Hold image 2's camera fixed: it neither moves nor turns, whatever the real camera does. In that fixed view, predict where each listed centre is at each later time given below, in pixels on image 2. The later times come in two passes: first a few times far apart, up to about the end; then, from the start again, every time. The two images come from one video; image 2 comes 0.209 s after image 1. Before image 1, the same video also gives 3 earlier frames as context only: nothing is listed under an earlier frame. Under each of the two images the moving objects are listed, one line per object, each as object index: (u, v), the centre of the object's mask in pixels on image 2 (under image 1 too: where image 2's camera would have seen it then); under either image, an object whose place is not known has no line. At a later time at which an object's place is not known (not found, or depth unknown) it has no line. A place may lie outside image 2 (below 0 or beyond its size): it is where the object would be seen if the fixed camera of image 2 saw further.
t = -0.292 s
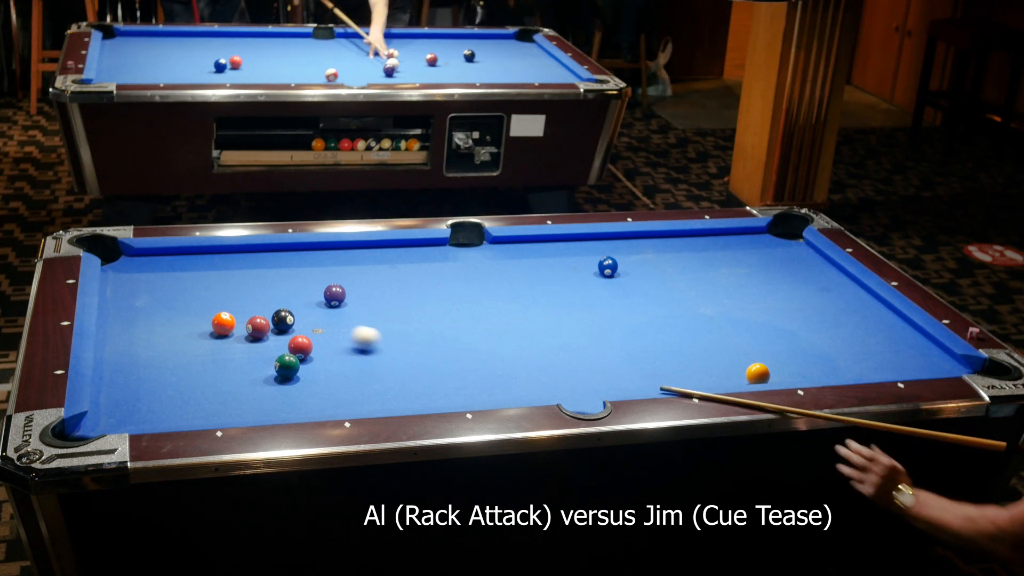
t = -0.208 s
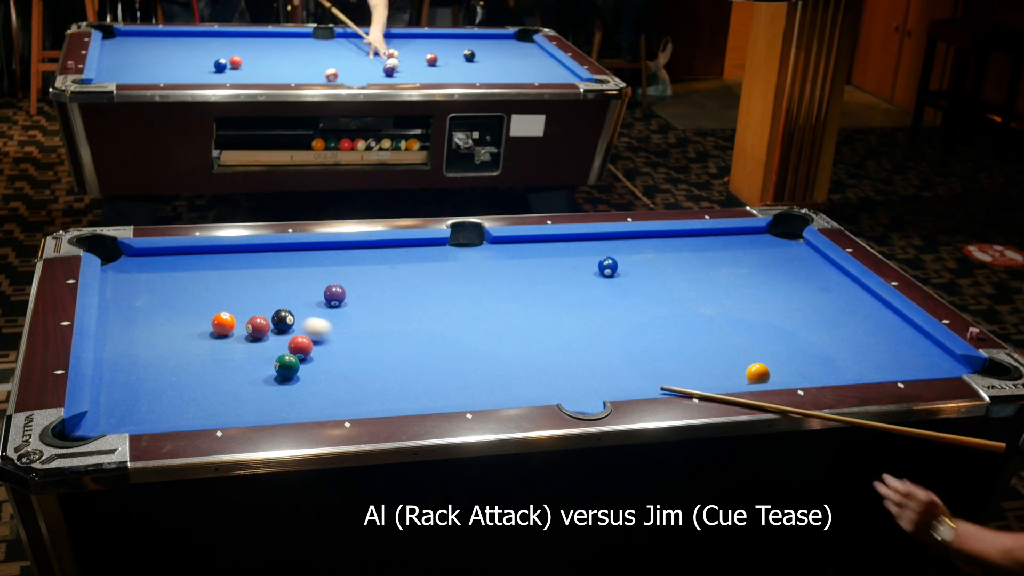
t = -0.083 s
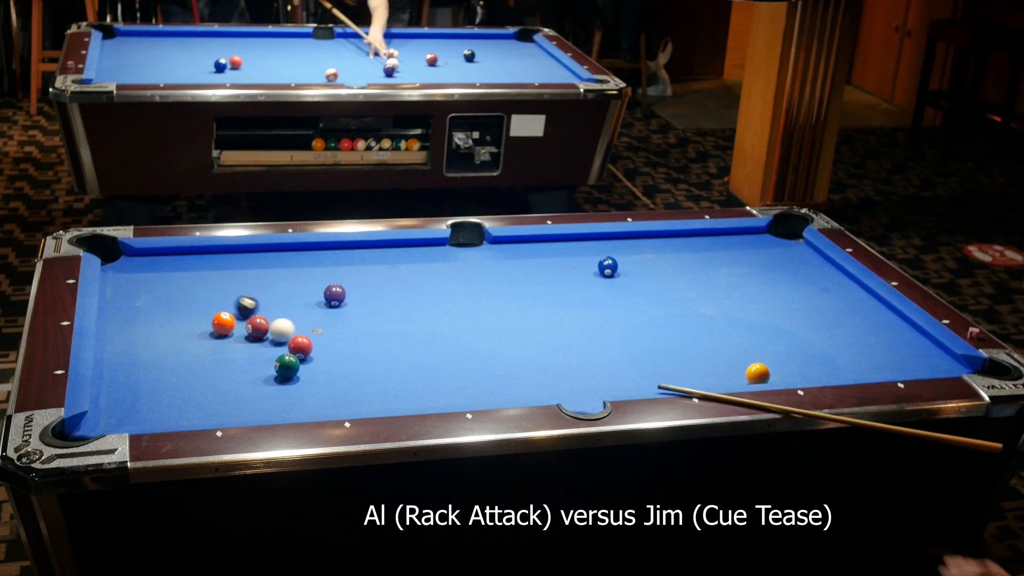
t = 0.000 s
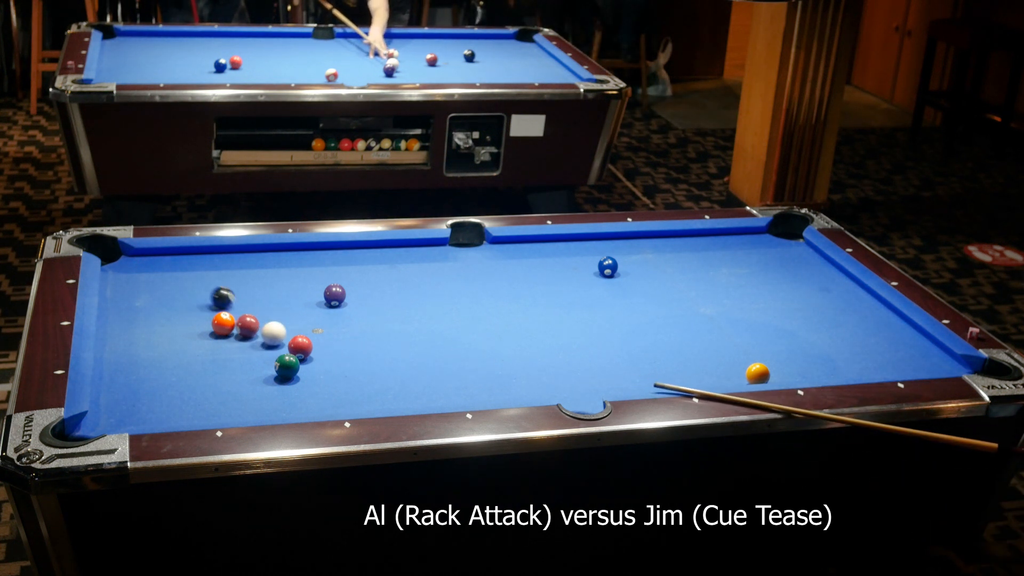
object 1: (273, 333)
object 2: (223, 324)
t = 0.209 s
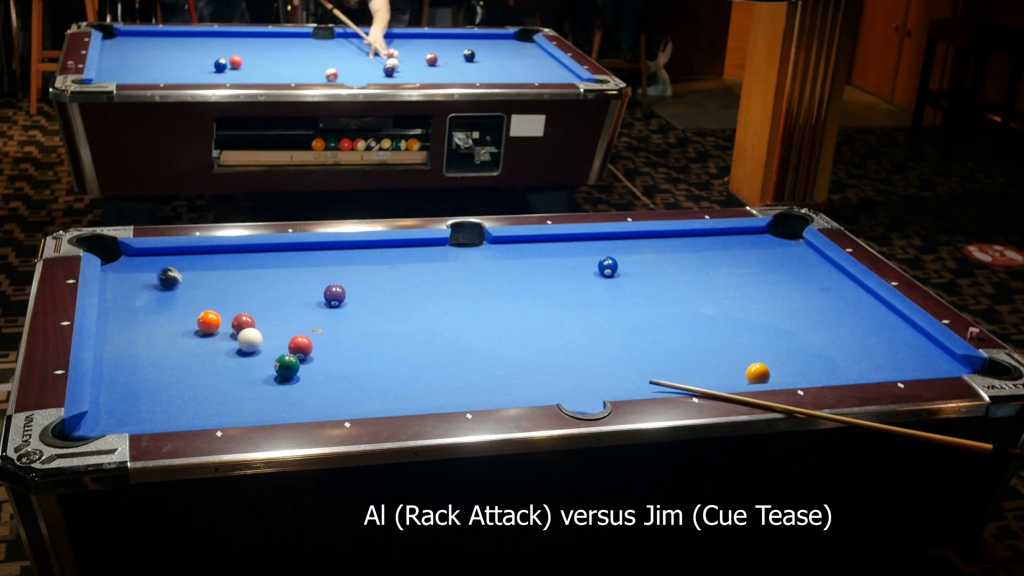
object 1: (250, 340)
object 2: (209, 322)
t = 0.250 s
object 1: (245, 341)
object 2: (206, 322)
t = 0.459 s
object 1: (223, 348)
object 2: (194, 321)
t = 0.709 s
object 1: (198, 355)
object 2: (182, 320)
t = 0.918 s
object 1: (179, 360)
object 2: (175, 319)
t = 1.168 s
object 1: (159, 366)
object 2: (168, 319)
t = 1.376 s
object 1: (144, 371)
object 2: (165, 318)
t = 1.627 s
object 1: (129, 375)
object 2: (163, 318)
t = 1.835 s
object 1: (118, 379)
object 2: (163, 318)
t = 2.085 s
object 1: (108, 382)
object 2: (163, 318)
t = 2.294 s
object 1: (107, 383)
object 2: (163, 318)
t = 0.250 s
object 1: (245, 341)
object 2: (206, 322)
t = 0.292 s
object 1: (241, 343)
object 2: (204, 322)
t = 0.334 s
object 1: (236, 344)
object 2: (201, 321)
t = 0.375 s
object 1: (232, 346)
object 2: (199, 321)
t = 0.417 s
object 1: (227, 347)
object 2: (196, 321)
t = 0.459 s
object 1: (223, 348)
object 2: (194, 321)
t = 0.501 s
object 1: (219, 349)
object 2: (192, 321)
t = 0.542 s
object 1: (214, 350)
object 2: (190, 320)
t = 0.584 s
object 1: (210, 352)
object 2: (188, 320)
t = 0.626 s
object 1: (206, 352)
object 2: (186, 320)
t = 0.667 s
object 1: (202, 354)
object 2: (184, 320)
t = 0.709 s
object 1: (198, 355)
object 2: (182, 320)
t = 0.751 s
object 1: (195, 356)
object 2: (181, 320)
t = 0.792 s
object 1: (191, 357)
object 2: (179, 319)
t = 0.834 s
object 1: (187, 358)
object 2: (178, 320)
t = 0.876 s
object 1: (183, 359)
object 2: (176, 319)
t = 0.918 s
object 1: (179, 360)
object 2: (175, 319)
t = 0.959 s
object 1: (176, 361)
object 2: (174, 319)
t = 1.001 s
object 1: (172, 362)
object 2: (172, 319)
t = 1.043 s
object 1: (169, 364)
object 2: (171, 319)
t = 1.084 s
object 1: (165, 364)
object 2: (170, 319)
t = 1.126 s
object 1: (162, 365)
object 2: (169, 319)
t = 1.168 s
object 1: (159, 366)
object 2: (168, 319)
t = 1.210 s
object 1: (156, 367)
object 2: (167, 319)
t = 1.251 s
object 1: (153, 368)
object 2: (166, 319)
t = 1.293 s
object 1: (150, 369)
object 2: (166, 318)
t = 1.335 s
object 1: (147, 370)
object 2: (165, 318)
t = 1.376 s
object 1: (144, 371)
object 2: (165, 318)
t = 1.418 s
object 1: (141, 371)
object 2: (164, 318)
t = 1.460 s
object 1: (139, 372)
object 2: (164, 318)
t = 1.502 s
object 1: (136, 373)
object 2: (163, 318)
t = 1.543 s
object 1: (134, 374)
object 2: (163, 318)
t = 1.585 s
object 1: (131, 375)
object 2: (163, 318)
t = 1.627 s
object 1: (129, 375)
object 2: (163, 318)
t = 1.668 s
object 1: (127, 376)
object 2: (163, 318)
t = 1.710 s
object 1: (124, 377)
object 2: (163, 318)
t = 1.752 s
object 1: (122, 377)
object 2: (163, 318)
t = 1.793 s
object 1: (120, 378)
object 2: (163, 318)
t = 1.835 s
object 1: (118, 379)
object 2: (163, 318)
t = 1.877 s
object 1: (116, 379)
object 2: (163, 318)
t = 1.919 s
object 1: (115, 380)
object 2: (163, 318)
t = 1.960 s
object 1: (113, 380)
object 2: (163, 318)
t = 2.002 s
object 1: (111, 381)
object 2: (163, 318)
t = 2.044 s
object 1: (110, 381)
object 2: (163, 318)
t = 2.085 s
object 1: (108, 382)
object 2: (163, 318)
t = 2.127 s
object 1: (107, 382)
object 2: (163, 318)
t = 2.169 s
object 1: (106, 382)
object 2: (163, 318)
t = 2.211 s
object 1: (106, 382)
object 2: (163, 318)
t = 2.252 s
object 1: (107, 382)
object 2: (163, 318)
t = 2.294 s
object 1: (107, 383)
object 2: (163, 318)
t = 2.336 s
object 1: (108, 383)
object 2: (163, 318)
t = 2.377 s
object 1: (109, 382)
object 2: (163, 318)
